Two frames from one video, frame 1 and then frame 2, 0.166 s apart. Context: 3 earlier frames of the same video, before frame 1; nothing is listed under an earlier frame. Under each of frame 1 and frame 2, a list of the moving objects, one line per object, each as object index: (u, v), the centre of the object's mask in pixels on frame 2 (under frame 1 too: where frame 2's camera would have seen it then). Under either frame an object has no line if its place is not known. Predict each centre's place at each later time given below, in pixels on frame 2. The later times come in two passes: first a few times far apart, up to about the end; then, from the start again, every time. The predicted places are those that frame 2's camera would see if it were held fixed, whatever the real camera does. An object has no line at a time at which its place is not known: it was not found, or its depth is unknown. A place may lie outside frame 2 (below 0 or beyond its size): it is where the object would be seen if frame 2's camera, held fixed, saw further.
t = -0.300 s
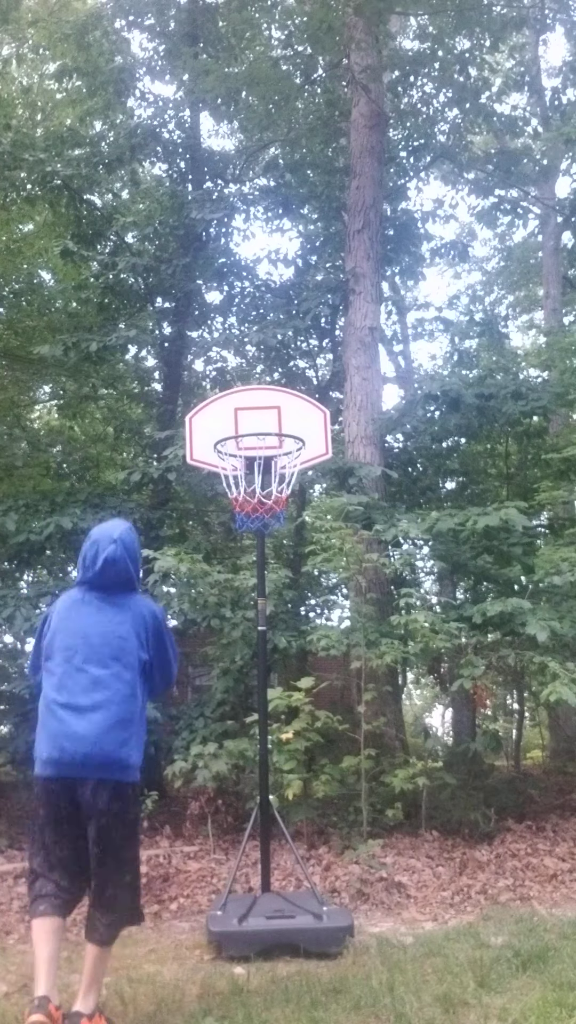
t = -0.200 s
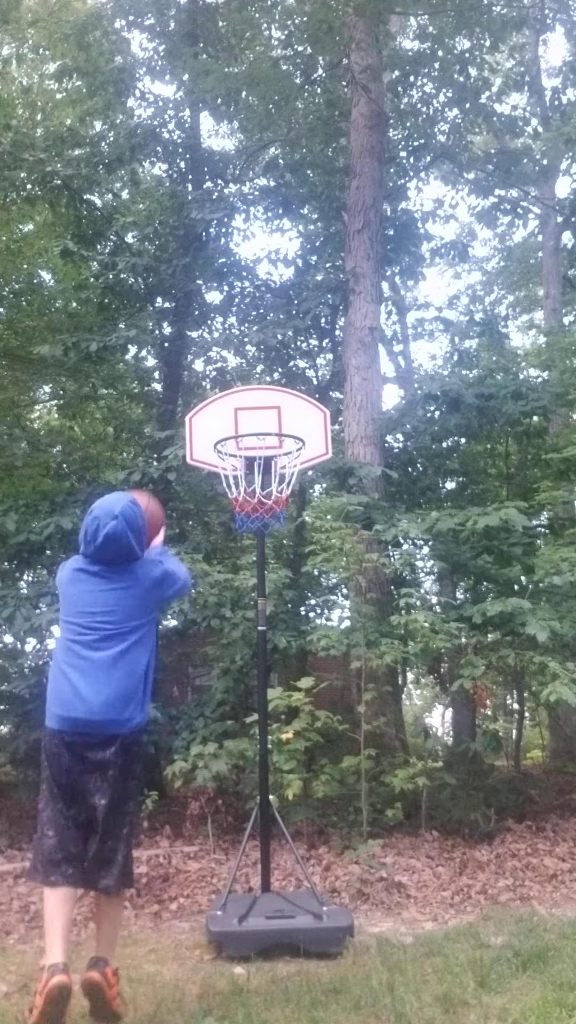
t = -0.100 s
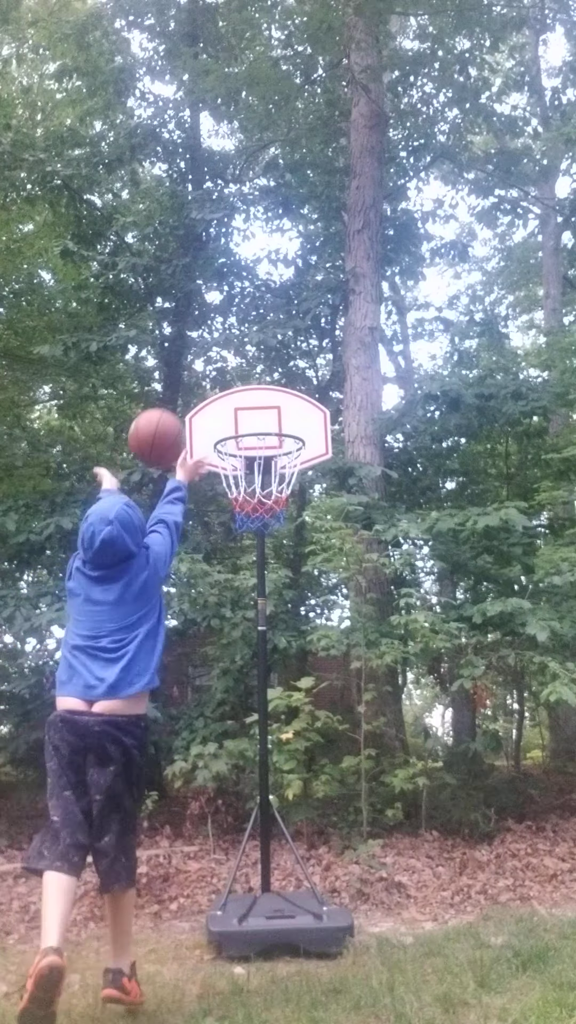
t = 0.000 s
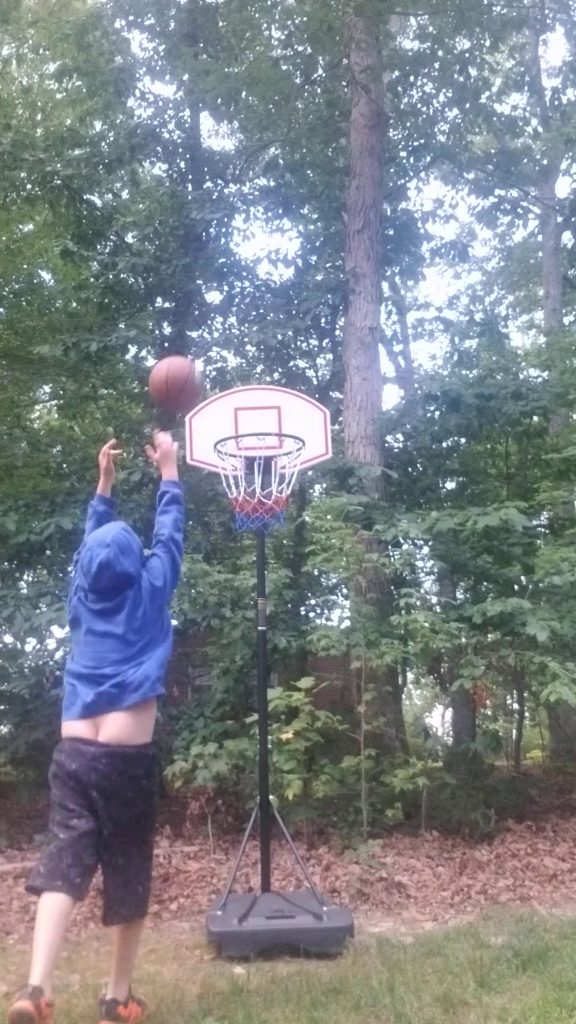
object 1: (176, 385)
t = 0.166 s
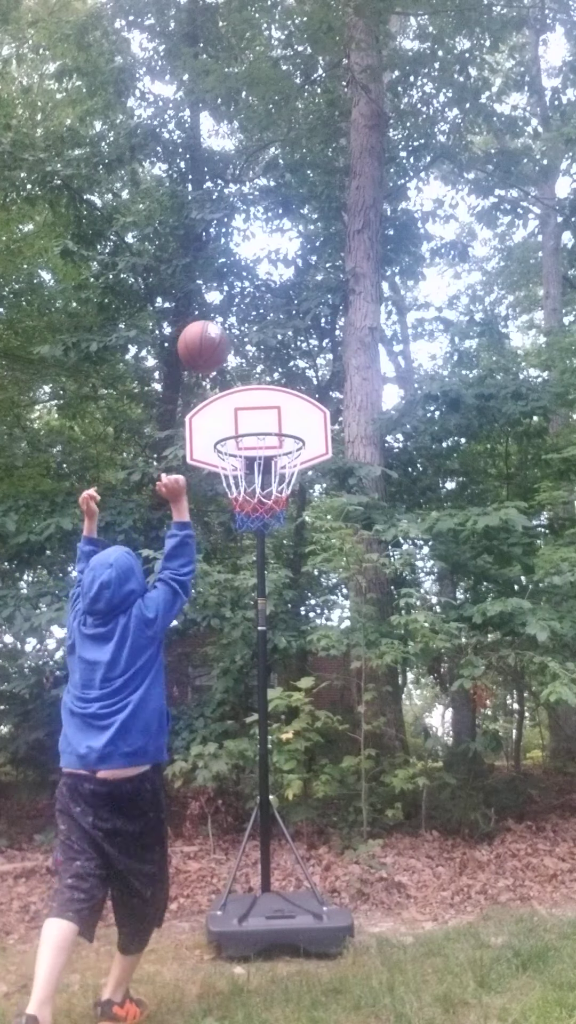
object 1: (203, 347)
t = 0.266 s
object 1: (218, 352)
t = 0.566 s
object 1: (254, 477)
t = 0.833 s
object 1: (281, 703)
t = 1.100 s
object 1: (410, 850)
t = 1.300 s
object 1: (555, 889)
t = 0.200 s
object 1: (209, 347)
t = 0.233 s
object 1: (213, 348)
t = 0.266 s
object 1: (218, 352)
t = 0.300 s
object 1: (223, 358)
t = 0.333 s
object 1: (227, 365)
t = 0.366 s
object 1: (231, 375)
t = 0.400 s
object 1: (236, 387)
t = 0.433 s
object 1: (240, 401)
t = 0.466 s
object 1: (244, 416)
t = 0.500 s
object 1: (248, 436)
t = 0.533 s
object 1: (252, 459)
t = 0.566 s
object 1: (254, 477)
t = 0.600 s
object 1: (260, 493)
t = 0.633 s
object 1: (262, 522)
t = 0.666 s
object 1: (266, 545)
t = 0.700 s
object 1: (269, 572)
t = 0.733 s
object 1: (272, 601)
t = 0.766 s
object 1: (275, 633)
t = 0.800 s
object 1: (278, 667)
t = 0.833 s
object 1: (281, 703)
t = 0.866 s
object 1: (285, 745)
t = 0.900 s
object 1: (288, 788)
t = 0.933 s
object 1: (301, 806)
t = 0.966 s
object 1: (320, 808)
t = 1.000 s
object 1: (341, 815)
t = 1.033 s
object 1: (363, 822)
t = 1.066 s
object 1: (385, 834)
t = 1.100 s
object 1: (410, 850)
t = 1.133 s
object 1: (436, 869)
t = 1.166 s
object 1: (463, 894)
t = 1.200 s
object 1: (493, 921)
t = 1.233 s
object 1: (517, 915)
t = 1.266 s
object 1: (540, 902)
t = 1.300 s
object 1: (555, 889)
